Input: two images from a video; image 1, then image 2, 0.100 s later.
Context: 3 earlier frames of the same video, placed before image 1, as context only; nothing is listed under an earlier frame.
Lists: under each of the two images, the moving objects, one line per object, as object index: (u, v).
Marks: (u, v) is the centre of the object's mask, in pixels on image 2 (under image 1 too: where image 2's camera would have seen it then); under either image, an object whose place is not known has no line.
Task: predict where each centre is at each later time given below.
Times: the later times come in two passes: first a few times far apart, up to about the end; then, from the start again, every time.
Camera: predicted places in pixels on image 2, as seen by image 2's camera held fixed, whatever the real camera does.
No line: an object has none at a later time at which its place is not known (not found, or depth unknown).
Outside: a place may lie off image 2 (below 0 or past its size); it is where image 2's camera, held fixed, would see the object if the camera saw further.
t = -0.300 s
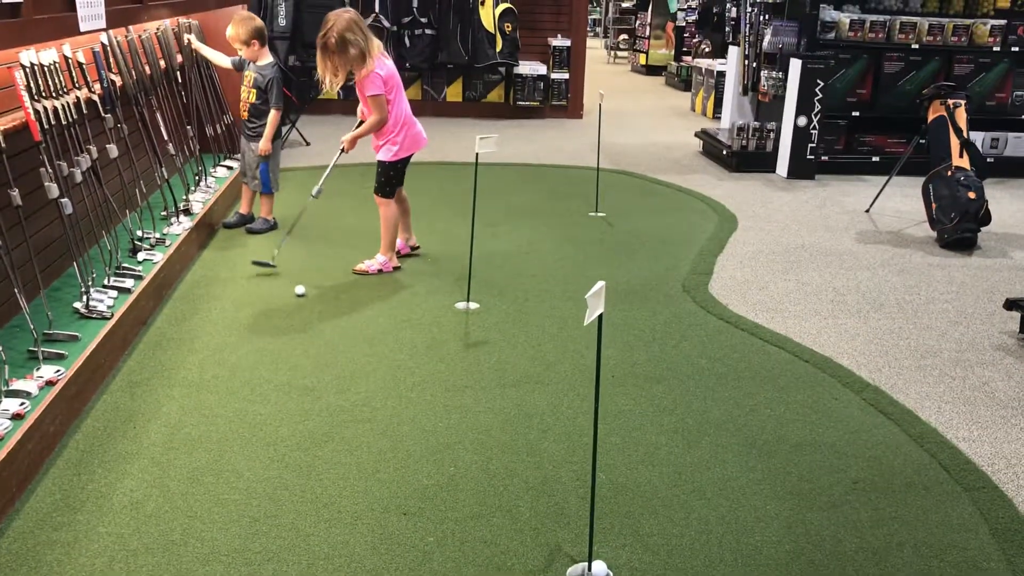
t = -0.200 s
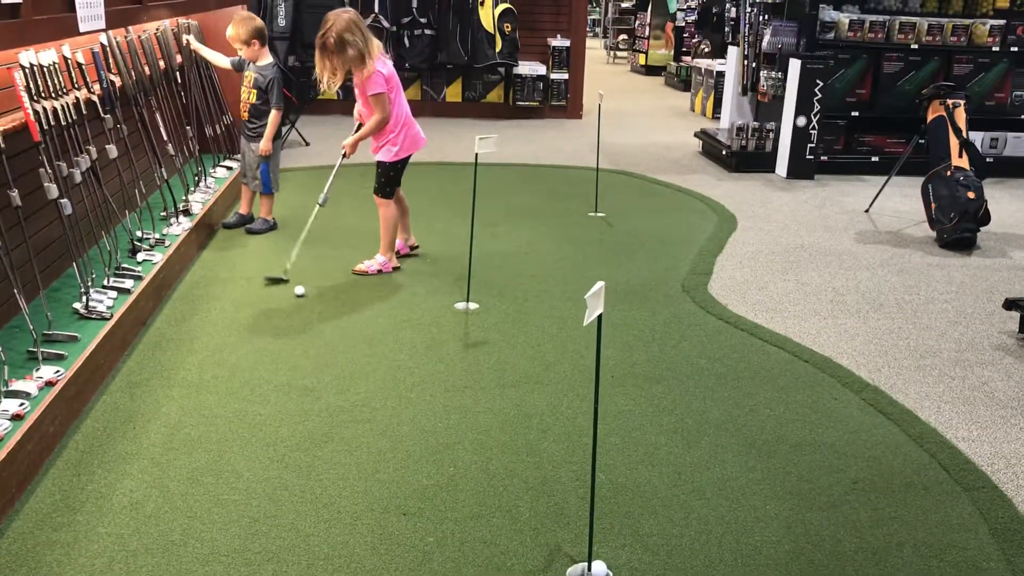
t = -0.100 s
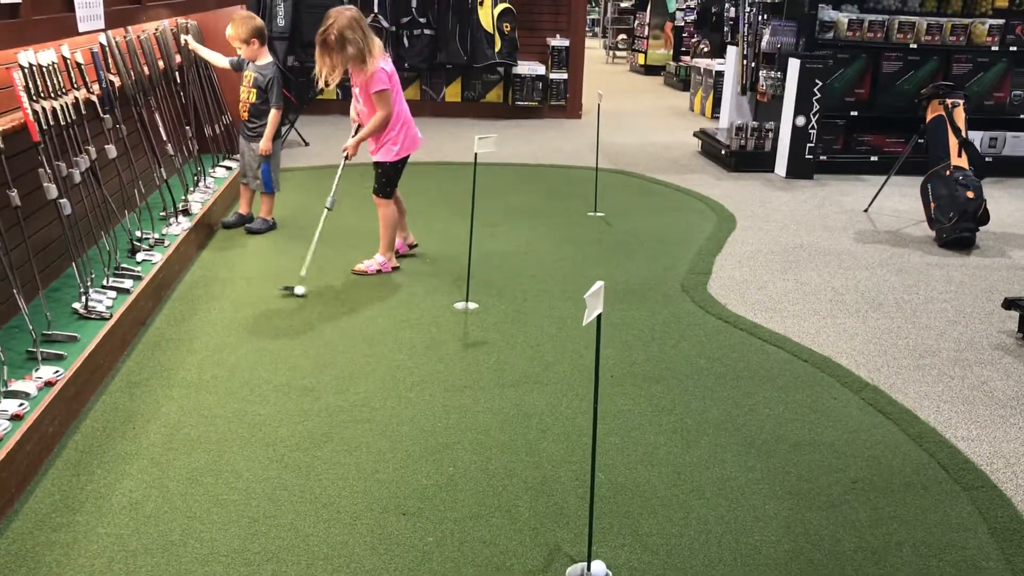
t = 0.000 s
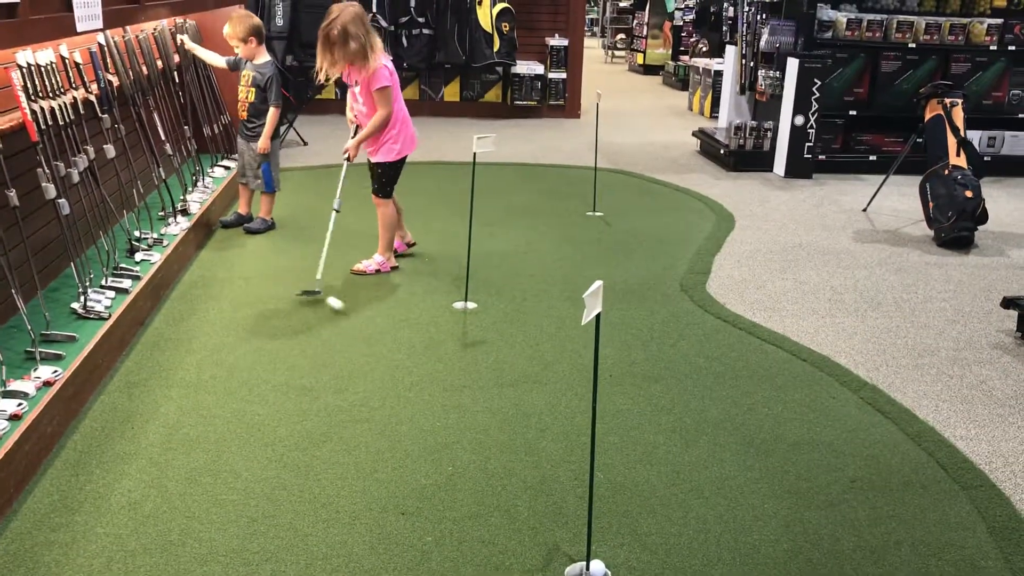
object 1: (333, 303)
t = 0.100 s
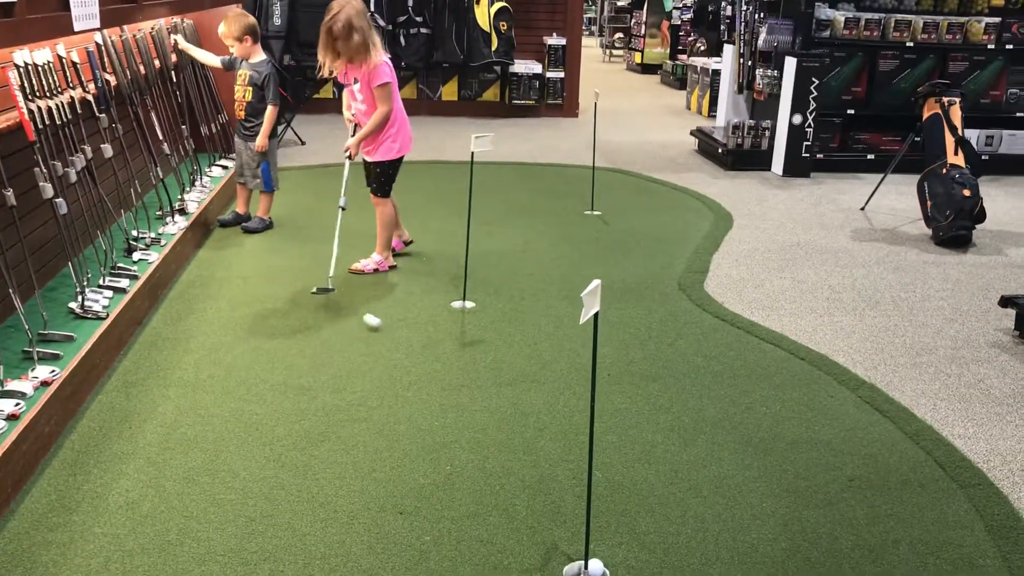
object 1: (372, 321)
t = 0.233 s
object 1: (423, 346)
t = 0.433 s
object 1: (494, 377)
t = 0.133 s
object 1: (385, 329)
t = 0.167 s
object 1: (398, 334)
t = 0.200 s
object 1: (411, 340)
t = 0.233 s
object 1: (423, 346)
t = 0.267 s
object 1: (436, 350)
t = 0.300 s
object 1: (448, 356)
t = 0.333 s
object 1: (460, 362)
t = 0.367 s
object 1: (471, 366)
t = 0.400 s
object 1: (483, 373)
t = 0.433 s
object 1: (494, 377)
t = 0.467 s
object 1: (506, 383)
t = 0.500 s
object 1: (517, 388)
